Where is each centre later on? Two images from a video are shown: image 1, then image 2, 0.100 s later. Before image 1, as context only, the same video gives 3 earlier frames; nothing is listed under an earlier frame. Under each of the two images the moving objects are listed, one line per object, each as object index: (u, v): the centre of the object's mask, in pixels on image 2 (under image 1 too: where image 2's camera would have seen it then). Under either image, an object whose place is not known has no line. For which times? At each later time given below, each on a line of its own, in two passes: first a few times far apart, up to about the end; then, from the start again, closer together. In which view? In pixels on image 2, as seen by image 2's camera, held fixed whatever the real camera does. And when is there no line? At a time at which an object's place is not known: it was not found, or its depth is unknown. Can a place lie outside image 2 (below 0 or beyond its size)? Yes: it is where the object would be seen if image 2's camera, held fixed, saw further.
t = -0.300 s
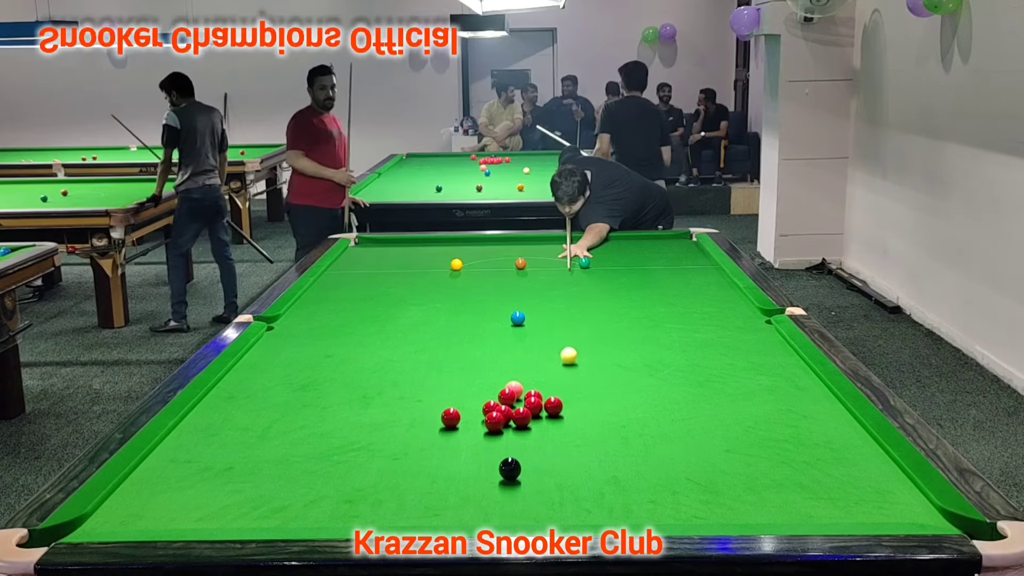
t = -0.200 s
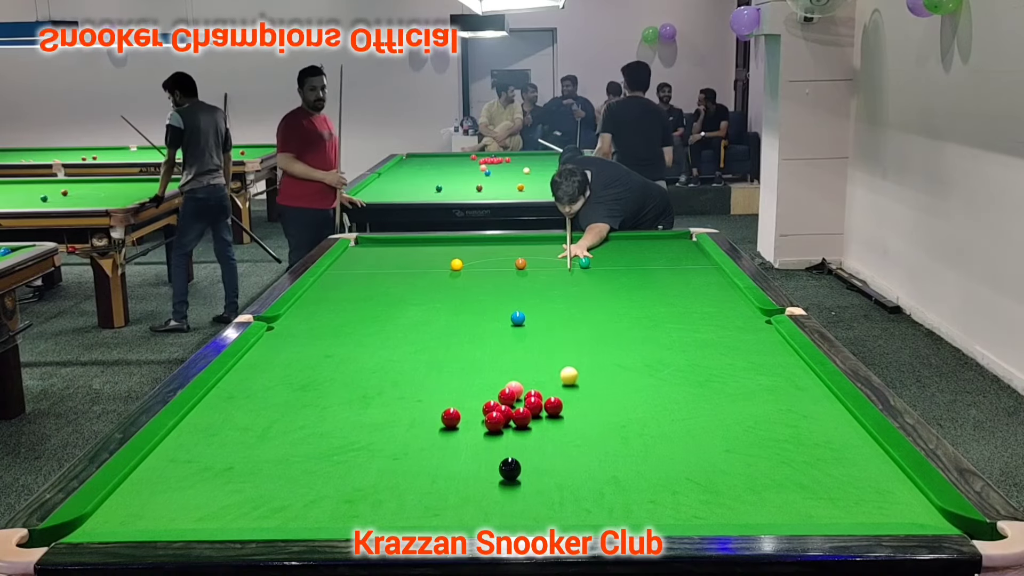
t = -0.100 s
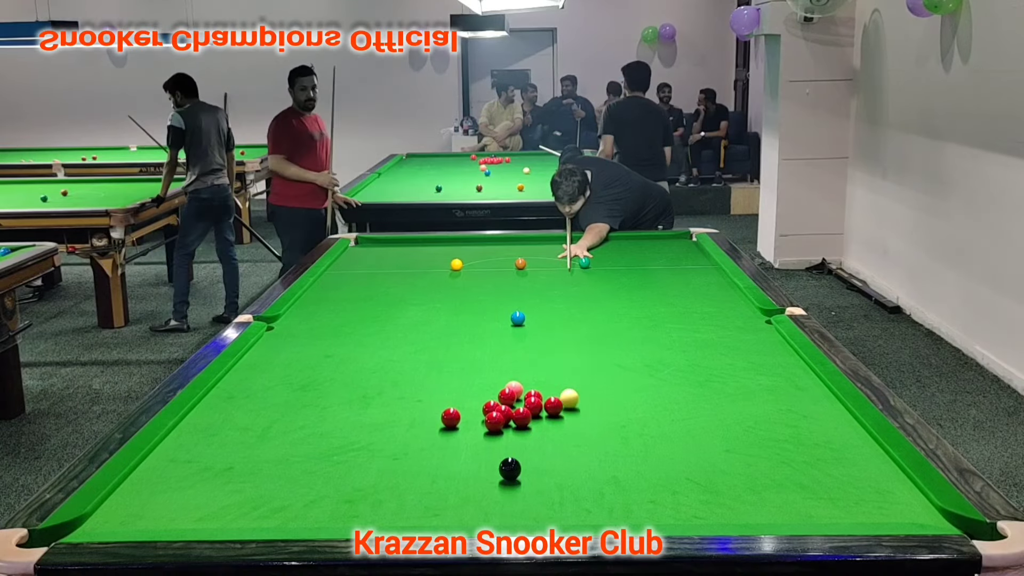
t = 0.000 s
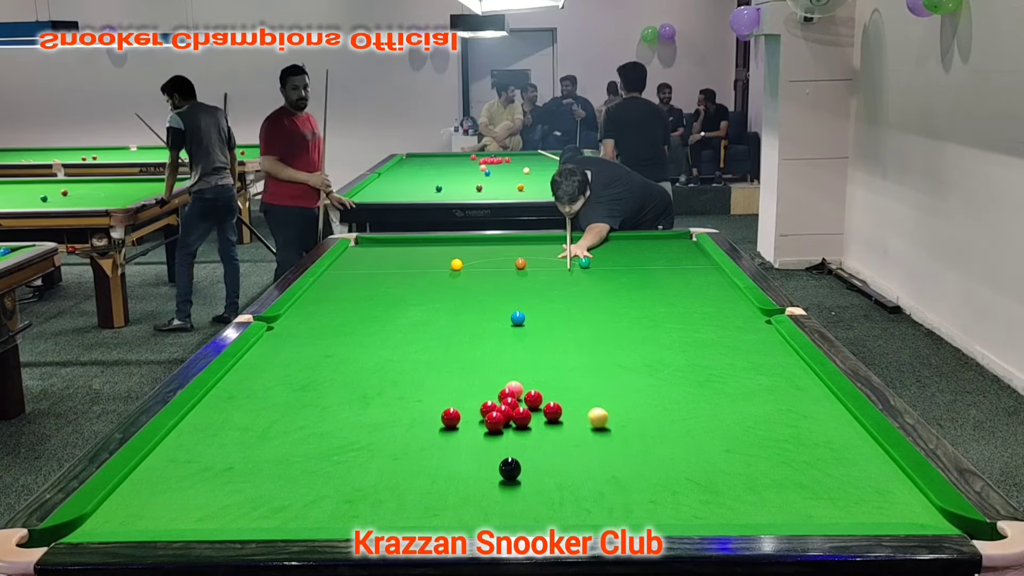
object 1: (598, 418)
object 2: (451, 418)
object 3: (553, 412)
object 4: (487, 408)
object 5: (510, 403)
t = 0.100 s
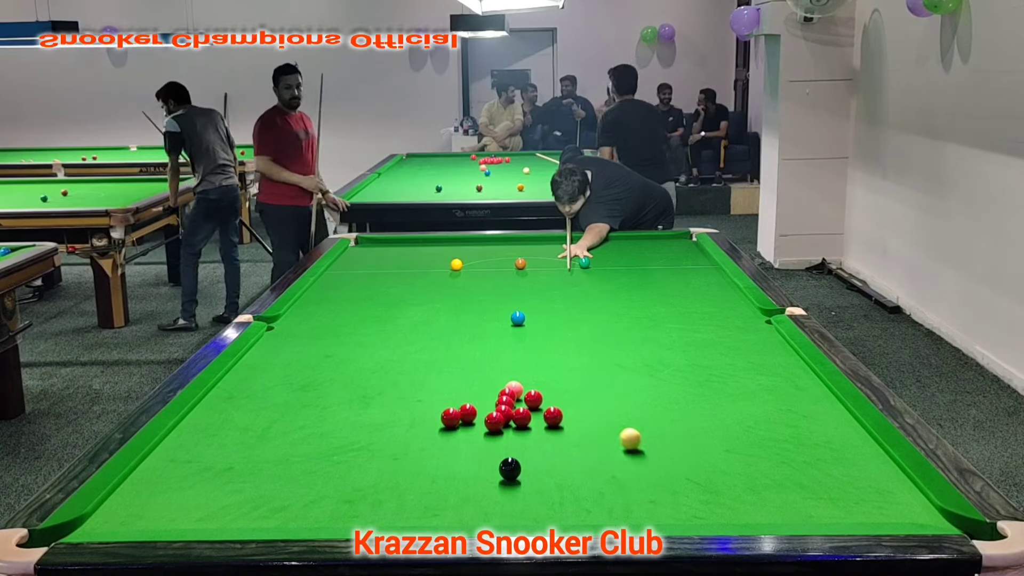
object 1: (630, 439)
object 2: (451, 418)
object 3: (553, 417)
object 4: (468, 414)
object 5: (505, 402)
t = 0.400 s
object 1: (747, 517)
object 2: (417, 427)
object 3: (554, 432)
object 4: (450, 412)
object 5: (490, 401)
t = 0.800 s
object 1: (793, 446)
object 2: (378, 436)
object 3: (555, 452)
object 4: (432, 410)
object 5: (474, 397)
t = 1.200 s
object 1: (831, 400)
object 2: (342, 445)
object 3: (557, 472)
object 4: (418, 409)
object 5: (462, 393)
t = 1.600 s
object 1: (769, 369)
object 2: (311, 452)
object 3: (558, 490)
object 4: (410, 409)
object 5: (453, 391)
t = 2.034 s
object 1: (720, 343)
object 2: (282, 460)
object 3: (557, 509)
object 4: (407, 408)
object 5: (449, 390)
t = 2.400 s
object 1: (686, 325)
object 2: (263, 464)
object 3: (556, 518)
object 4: (407, 408)
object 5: (448, 390)
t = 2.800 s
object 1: (656, 308)
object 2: (247, 467)
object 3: (554, 516)
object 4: (407, 408)
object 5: (448, 390)
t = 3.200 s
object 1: (630, 295)
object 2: (238, 470)
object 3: (552, 514)
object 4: (407, 408)
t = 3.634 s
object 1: (607, 283)
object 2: (234, 471)
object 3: (551, 513)
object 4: (407, 408)
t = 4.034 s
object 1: (589, 273)
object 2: (234, 471)
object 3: (551, 513)
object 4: (407, 408)
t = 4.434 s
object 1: (574, 265)
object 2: (234, 471)
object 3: (551, 513)
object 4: (407, 408)
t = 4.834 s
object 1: (560, 258)
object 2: (234, 471)
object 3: (551, 513)
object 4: (407, 408)
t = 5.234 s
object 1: (549, 252)
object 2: (234, 471)
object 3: (551, 513)
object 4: (407, 408)
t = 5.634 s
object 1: (540, 247)
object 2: (234, 471)
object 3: (551, 513)
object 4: (407, 408)
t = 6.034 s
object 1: (531, 243)
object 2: (234, 471)
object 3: (551, 514)
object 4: (407, 408)
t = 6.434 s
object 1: (525, 239)
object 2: (234, 471)
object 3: (551, 514)
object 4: (407, 408)
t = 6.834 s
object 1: (520, 239)
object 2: (234, 471)
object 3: (551, 513)
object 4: (407, 408)
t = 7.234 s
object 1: (516, 240)
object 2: (234, 471)
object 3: (551, 513)
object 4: (407, 408)
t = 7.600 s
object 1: (514, 241)
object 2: (234, 471)
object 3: (551, 514)
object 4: (407, 408)
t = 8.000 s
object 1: (512, 242)
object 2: (234, 471)
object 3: (551, 514)
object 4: (407, 408)
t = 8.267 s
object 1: (512, 242)
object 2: (234, 471)
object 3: (551, 514)
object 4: (407, 408)
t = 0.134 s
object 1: (641, 447)
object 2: (446, 419)
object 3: (553, 419)
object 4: (466, 413)
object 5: (503, 401)
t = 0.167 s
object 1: (653, 455)
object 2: (442, 420)
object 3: (553, 420)
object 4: (464, 413)
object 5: (500, 401)
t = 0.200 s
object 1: (665, 463)
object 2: (438, 422)
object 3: (553, 422)
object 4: (462, 413)
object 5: (499, 401)
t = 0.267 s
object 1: (690, 481)
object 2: (431, 423)
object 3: (554, 425)
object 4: (458, 412)
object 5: (495, 401)
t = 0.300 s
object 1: (704, 491)
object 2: (427, 424)
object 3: (554, 427)
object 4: (456, 412)
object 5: (494, 401)
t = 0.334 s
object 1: (717, 501)
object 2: (424, 425)
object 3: (554, 429)
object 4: (454, 412)
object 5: (492, 401)
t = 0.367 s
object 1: (732, 511)
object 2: (420, 426)
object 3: (554, 430)
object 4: (452, 412)
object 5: (491, 401)
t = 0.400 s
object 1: (747, 517)
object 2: (417, 427)
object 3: (554, 432)
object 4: (450, 412)
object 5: (490, 401)
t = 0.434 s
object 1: (753, 513)
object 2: (413, 427)
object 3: (554, 434)
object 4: (449, 412)
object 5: (488, 401)
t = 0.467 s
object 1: (756, 506)
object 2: (410, 428)
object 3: (554, 435)
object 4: (447, 412)
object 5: (487, 401)
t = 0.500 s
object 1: (760, 498)
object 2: (407, 429)
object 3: (554, 437)
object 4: (445, 411)
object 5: (485, 400)
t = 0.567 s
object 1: (767, 483)
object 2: (400, 431)
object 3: (555, 440)
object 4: (442, 411)
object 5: (483, 399)
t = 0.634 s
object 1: (774, 470)
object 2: (394, 432)
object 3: (555, 444)
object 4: (439, 411)
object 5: (480, 399)
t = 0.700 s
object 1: (781, 460)
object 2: (387, 434)
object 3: (555, 447)
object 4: (436, 411)
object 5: (477, 398)
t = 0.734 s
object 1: (785, 455)
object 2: (384, 435)
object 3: (555, 449)
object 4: (435, 410)
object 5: (476, 397)
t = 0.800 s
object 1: (793, 446)
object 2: (378, 436)
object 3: (555, 452)
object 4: (432, 410)
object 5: (474, 397)
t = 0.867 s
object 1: (800, 437)
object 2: (371, 438)
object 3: (556, 455)
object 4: (429, 410)
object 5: (472, 396)
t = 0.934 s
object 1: (807, 429)
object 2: (365, 439)
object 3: (556, 459)
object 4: (427, 410)
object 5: (470, 395)
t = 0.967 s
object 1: (810, 425)
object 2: (362, 440)
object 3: (556, 460)
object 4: (426, 410)
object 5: (469, 395)
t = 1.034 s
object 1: (817, 418)
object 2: (356, 442)
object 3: (557, 463)
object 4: (423, 410)
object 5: (467, 395)
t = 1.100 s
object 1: (823, 410)
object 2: (350, 443)
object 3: (557, 467)
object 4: (421, 409)
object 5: (465, 394)
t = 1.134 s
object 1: (826, 407)
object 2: (348, 444)
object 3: (557, 468)
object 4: (420, 409)
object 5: (464, 394)
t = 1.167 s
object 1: (828, 403)
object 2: (345, 444)
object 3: (557, 470)
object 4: (419, 409)
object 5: (463, 394)
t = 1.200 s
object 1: (831, 400)
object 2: (342, 445)
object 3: (557, 472)
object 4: (418, 409)
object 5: (462, 393)
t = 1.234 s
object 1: (824, 397)
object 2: (339, 445)
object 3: (557, 473)
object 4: (418, 409)
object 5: (461, 393)
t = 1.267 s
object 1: (817, 394)
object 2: (336, 446)
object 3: (558, 474)
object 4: (417, 409)
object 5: (461, 393)
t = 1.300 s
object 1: (812, 391)
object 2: (334, 447)
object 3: (558, 476)
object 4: (416, 409)
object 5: (460, 393)
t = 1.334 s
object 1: (806, 389)
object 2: (331, 448)
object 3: (558, 478)
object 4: (415, 409)
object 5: (459, 392)
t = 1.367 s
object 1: (801, 386)
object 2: (328, 448)
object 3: (558, 480)
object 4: (414, 409)
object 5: (458, 392)
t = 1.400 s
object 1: (797, 384)
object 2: (326, 449)
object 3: (558, 481)
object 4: (414, 409)
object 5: (458, 392)
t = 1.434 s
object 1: (792, 381)
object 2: (323, 449)
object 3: (558, 482)
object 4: (413, 409)
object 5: (457, 392)
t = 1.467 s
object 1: (787, 379)
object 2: (321, 450)
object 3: (558, 484)
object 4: (412, 409)
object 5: (456, 392)
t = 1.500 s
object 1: (783, 376)
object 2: (318, 451)
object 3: (558, 486)
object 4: (412, 409)
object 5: (455, 392)
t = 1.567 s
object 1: (774, 371)
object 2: (313, 452)
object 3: (558, 489)
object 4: (411, 409)
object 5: (454, 391)
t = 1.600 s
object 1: (769, 369)
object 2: (311, 452)
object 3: (558, 490)
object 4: (410, 409)
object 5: (453, 391)
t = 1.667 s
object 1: (761, 365)
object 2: (306, 454)
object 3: (558, 493)
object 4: (409, 408)
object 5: (452, 391)
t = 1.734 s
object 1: (753, 360)
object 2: (301, 455)
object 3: (558, 496)
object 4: (409, 408)
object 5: (452, 391)
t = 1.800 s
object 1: (745, 356)
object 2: (297, 456)
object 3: (558, 499)
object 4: (408, 408)
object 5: (451, 390)
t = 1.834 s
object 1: (741, 354)
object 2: (294, 456)
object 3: (558, 500)
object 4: (408, 408)
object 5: (450, 390)
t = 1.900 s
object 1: (734, 350)
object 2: (290, 457)
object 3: (558, 503)
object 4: (407, 408)
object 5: (450, 390)
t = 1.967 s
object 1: (727, 346)
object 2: (286, 458)
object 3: (558, 506)
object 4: (407, 408)
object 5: (449, 390)
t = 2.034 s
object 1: (720, 343)
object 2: (282, 460)
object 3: (557, 509)
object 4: (407, 408)
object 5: (449, 390)
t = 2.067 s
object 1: (717, 341)
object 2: (280, 460)
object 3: (557, 510)
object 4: (407, 408)
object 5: (448, 390)
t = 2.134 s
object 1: (710, 338)
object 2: (276, 461)
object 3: (557, 512)
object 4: (407, 408)
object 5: (448, 390)
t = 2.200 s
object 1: (704, 334)
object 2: (273, 461)
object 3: (557, 514)
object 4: (407, 408)
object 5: (448, 390)
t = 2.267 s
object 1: (698, 331)
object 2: (269, 462)
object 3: (557, 516)
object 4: (407, 408)
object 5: (448, 390)
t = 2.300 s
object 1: (695, 329)
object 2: (268, 463)
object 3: (556, 516)
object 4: (407, 408)
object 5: (448, 390)
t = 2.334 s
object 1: (692, 328)
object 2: (266, 463)
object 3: (556, 517)
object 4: (407, 408)
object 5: (448, 390)
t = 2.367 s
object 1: (689, 326)
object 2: (264, 464)
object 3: (556, 517)
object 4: (407, 408)
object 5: (448, 390)
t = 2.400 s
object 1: (686, 325)
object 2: (263, 464)
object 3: (556, 518)
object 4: (407, 408)
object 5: (448, 390)
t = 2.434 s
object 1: (683, 323)
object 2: (261, 464)
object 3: (556, 518)
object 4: (407, 408)
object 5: (448, 390)
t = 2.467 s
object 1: (681, 322)
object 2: (260, 465)
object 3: (556, 519)
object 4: (407, 408)
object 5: (448, 390)
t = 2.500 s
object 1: (678, 321)
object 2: (258, 465)
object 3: (556, 519)
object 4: (407, 408)
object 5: (448, 390)
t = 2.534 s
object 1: (676, 319)
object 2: (257, 465)
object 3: (556, 518)
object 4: (407, 408)
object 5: (448, 390)
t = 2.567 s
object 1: (673, 318)
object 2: (256, 466)
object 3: (555, 518)
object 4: (407, 408)
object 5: (448, 390)
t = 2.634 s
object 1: (668, 315)
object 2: (253, 466)
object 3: (555, 517)
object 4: (407, 408)
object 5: (448, 390)
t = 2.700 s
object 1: (663, 312)
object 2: (251, 467)
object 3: (555, 517)
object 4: (407, 408)
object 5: (448, 390)
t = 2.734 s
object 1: (661, 311)
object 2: (249, 467)
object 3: (555, 516)
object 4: (407, 408)
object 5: (448, 390)
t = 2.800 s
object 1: (656, 308)
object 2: (247, 467)
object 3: (554, 516)
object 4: (407, 408)
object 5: (448, 390)
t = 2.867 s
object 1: (651, 306)
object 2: (245, 468)
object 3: (554, 516)
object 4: (407, 408)
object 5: (448, 390)
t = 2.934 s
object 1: (647, 304)
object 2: (243, 468)
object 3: (554, 515)
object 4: (407, 408)
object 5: (448, 390)
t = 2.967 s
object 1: (645, 303)
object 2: (242, 468)
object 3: (553, 515)
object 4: (407, 408)
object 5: (448, 390)
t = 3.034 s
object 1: (640, 300)
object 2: (241, 469)
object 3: (553, 514)
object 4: (407, 408)
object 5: (448, 390)
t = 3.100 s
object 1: (636, 298)
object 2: (240, 469)
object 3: (553, 514)
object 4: (407, 408)
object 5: (448, 390)
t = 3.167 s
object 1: (632, 296)
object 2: (238, 470)
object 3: (552, 514)
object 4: (407, 408)
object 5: (448, 390)
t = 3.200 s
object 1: (630, 295)
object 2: (238, 470)
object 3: (552, 514)
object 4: (407, 408)
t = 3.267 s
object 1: (626, 293)
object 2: (237, 470)
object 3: (552, 514)
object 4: (407, 408)
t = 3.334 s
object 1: (623, 291)
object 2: (236, 470)
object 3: (552, 513)
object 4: (407, 408)
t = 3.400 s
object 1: (619, 289)
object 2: (235, 471)
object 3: (551, 513)
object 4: (407, 408)
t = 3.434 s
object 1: (617, 288)
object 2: (235, 471)
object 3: (551, 513)
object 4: (407, 408)
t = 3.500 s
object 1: (614, 286)
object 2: (235, 471)
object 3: (551, 513)
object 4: (407, 408)
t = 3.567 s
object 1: (610, 284)
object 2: (234, 471)
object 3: (551, 513)
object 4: (407, 408)
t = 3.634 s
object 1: (607, 283)
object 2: (234, 471)
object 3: (551, 513)
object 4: (407, 408)
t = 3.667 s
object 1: (605, 282)
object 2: (234, 471)
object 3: (551, 513)
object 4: (407, 408)
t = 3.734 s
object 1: (602, 280)
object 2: (234, 471)
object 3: (551, 513)
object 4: (407, 408)
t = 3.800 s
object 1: (599, 279)
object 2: (234, 471)
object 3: (551, 513)
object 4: (407, 408)
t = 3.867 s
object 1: (596, 277)
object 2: (234, 471)
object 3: (551, 513)
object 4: (407, 408)
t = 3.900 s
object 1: (595, 276)
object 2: (234, 471)
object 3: (551, 513)
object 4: (407, 408)
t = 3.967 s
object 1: (592, 275)
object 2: (234, 471)
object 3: (551, 513)
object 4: (407, 408)
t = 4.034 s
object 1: (589, 273)
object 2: (234, 471)
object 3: (551, 513)
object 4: (407, 408)
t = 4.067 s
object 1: (588, 272)
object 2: (234, 471)
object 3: (551, 513)
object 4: (407, 408)
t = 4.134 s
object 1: (585, 271)
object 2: (234, 471)
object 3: (551, 513)
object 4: (407, 408)
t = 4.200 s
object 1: (583, 270)
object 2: (234, 471)
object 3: (551, 513)
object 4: (407, 408)
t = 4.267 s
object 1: (580, 268)
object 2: (234, 471)
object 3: (551, 513)
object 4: (407, 408)
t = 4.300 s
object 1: (579, 267)
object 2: (234, 471)
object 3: (551, 513)
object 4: (407, 408)
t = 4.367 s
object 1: (576, 266)
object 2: (234, 471)
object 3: (551, 513)
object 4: (407, 408)
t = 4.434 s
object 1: (574, 265)
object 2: (234, 471)
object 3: (551, 513)
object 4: (407, 408)
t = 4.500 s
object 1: (571, 264)
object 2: (234, 471)
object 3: (551, 513)
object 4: (407, 408)
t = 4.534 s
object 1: (570, 263)
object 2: (234, 471)
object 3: (551, 513)
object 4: (407, 408)
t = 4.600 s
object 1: (568, 262)
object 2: (234, 471)
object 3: (551, 513)
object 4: (407, 408)
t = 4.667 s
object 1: (566, 261)
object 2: (234, 471)
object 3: (551, 513)
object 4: (407, 408)
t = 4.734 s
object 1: (564, 260)
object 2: (234, 471)
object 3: (551, 513)
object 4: (407, 408)
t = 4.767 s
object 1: (563, 259)
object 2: (234, 471)
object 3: (551, 513)
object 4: (407, 408)
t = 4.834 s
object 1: (560, 258)
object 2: (234, 471)
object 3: (551, 513)
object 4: (407, 408)
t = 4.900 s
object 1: (559, 257)
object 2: (234, 471)
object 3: (551, 514)
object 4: (407, 408)
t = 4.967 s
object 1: (557, 256)
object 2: (234, 471)
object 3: (551, 513)
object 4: (407, 408)
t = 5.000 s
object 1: (556, 255)
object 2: (234, 471)
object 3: (551, 514)
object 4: (407, 408)
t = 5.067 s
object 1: (554, 255)
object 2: (234, 471)
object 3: (551, 513)
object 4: (407, 408)
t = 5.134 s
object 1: (552, 253)
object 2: (234, 471)
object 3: (551, 514)
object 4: (407, 408)
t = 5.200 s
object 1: (550, 253)
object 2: (234, 471)
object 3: (551, 513)
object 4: (407, 408)
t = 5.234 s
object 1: (549, 252)
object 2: (234, 471)
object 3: (551, 513)
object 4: (407, 408)
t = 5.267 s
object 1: (548, 252)
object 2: (234, 471)
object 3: (551, 513)
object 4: (407, 408)
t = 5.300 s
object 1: (547, 251)
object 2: (234, 471)
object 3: (551, 513)
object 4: (407, 408)
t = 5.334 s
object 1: (547, 251)
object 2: (234, 471)
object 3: (551, 513)
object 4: (407, 408)
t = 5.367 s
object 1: (546, 250)
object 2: (234, 471)
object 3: (551, 513)
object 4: (407, 408)
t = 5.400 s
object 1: (545, 250)
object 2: (234, 471)
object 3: (551, 514)
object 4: (407, 408)
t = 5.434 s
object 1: (544, 249)
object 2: (234, 471)
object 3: (551, 514)
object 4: (407, 408)
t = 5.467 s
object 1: (543, 249)
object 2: (234, 471)
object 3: (551, 514)
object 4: (407, 408)
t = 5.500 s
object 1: (543, 249)
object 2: (234, 471)
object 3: (551, 514)
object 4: (407, 408)
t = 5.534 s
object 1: (542, 248)
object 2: (234, 471)
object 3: (551, 514)
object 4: (407, 408)
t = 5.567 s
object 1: (541, 248)
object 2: (234, 471)
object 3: (551, 513)
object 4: (407, 408)
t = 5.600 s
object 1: (540, 247)
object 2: (234, 471)
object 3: (551, 513)
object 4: (407, 408)
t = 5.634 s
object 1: (540, 247)
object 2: (234, 471)
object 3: (551, 513)
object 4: (407, 408)
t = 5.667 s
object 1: (539, 247)
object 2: (234, 471)
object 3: (551, 513)
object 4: (407, 408)
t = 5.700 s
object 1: (538, 246)
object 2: (234, 471)
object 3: (551, 514)
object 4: (407, 408)
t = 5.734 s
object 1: (537, 246)
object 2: (234, 471)
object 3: (551, 514)
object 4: (407, 408)
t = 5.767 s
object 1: (537, 245)
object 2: (234, 471)
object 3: (551, 514)
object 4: (407, 408)
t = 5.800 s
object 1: (536, 245)
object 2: (234, 471)
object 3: (551, 514)
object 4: (407, 408)
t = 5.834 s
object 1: (535, 245)
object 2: (234, 471)
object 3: (551, 514)
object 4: (407, 408)
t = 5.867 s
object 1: (535, 244)
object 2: (234, 471)
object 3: (551, 513)
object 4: (407, 408)
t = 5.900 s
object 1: (534, 244)
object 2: (234, 471)
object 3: (551, 513)
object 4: (407, 408)
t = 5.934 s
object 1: (533, 244)
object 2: (234, 471)
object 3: (551, 514)
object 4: (407, 408)
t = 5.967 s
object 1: (533, 244)
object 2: (234, 471)
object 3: (551, 514)
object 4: (407, 408)
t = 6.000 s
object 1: (532, 243)
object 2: (234, 471)
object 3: (551, 514)
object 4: (407, 408)
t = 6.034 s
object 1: (531, 243)
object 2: (234, 471)
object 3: (551, 514)
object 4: (407, 408)
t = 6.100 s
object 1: (530, 242)
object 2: (234, 471)
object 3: (551, 513)
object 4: (407, 408)
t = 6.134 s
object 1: (530, 242)
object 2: (234, 471)
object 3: (551, 513)
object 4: (407, 408)
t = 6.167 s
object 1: (529, 242)
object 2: (234, 471)
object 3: (551, 513)
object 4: (407, 408)
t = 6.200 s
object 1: (528, 241)
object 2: (234, 471)
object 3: (551, 514)
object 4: (407, 408)
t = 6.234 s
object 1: (528, 241)
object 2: (234, 471)
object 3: (551, 514)
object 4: (407, 408)
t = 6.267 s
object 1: (527, 241)
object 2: (234, 471)
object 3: (551, 514)
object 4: (407, 408)
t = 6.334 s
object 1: (526, 240)
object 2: (234, 471)
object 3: (551, 514)
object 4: (407, 408)
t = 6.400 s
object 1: (525, 240)
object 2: (234, 471)
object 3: (551, 514)
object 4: (407, 408)
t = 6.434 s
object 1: (525, 239)
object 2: (234, 471)
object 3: (551, 514)
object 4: (407, 408)
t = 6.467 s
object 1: (524, 239)
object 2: (234, 471)
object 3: (551, 513)
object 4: (407, 408)
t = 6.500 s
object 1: (524, 239)
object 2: (234, 471)
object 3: (551, 514)
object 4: (407, 408)
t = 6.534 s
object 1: (523, 238)
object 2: (234, 471)
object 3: (551, 514)
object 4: (407, 408)
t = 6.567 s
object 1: (523, 238)
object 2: (234, 471)
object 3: (551, 514)
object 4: (407, 408)
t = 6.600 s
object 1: (522, 238)
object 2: (234, 471)
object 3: (551, 514)
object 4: (407, 408)
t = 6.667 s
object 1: (521, 238)
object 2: (234, 471)
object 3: (551, 513)
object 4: (407, 408)
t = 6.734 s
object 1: (521, 238)
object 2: (234, 471)
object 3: (551, 514)
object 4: (407, 408)
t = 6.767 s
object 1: (520, 239)
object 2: (234, 471)
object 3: (551, 514)
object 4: (407, 408)
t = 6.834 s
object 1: (520, 239)
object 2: (234, 471)
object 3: (551, 513)
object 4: (407, 408)
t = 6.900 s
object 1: (519, 239)
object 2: (234, 471)
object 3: (551, 513)
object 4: (407, 408)
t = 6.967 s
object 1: (518, 239)
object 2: (234, 471)
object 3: (551, 513)
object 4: (407, 408)
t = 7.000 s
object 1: (518, 240)
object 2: (234, 471)
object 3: (551, 513)
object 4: (407, 408)
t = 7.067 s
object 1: (517, 240)
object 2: (234, 471)
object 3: (551, 513)
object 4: (407, 408)
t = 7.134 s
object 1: (517, 240)
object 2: (234, 471)
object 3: (551, 513)
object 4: (407, 408)
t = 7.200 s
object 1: (516, 240)
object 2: (234, 471)
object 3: (551, 513)
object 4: (407, 408)
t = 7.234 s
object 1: (516, 240)
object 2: (234, 471)
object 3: (551, 513)
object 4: (407, 408)
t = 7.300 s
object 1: (515, 241)
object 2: (234, 471)
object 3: (551, 513)
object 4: (407, 408)
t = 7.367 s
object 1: (515, 241)
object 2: (234, 471)
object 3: (551, 513)
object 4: (407, 408)
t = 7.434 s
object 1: (514, 241)
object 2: (234, 471)
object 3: (551, 514)
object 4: (407, 408)
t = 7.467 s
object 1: (514, 241)
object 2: (234, 471)
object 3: (551, 514)
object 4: (407, 408)
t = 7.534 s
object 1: (514, 241)
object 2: (234, 471)
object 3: (551, 513)
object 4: (407, 408)
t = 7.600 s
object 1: (514, 241)
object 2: (234, 471)
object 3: (551, 514)
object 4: (407, 408)
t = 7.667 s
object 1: (513, 241)
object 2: (234, 471)
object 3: (551, 514)
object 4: (407, 408)
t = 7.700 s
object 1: (513, 241)
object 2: (234, 471)
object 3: (551, 513)
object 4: (407, 408)
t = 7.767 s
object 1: (513, 241)
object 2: (234, 471)
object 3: (551, 514)
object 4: (407, 408)
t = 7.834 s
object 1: (513, 242)
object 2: (234, 471)
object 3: (551, 514)
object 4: (407, 408)
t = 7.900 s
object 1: (512, 242)
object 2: (234, 471)
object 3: (551, 514)
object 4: (407, 408)
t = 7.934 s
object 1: (512, 242)
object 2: (234, 471)
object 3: (551, 514)
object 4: (407, 408)
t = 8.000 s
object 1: (512, 242)
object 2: (234, 471)
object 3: (551, 514)
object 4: (407, 408)
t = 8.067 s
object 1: (512, 242)
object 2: (234, 471)
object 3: (551, 514)
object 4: (407, 408)
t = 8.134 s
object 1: (512, 242)
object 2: (234, 471)
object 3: (551, 514)
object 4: (407, 408)
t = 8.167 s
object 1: (512, 242)
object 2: (234, 471)
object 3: (551, 514)
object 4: (407, 408)
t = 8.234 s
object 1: (512, 242)
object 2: (234, 471)
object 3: (551, 514)
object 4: (407, 408)
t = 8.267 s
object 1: (512, 242)
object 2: (234, 471)
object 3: (551, 514)
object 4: (407, 408)
